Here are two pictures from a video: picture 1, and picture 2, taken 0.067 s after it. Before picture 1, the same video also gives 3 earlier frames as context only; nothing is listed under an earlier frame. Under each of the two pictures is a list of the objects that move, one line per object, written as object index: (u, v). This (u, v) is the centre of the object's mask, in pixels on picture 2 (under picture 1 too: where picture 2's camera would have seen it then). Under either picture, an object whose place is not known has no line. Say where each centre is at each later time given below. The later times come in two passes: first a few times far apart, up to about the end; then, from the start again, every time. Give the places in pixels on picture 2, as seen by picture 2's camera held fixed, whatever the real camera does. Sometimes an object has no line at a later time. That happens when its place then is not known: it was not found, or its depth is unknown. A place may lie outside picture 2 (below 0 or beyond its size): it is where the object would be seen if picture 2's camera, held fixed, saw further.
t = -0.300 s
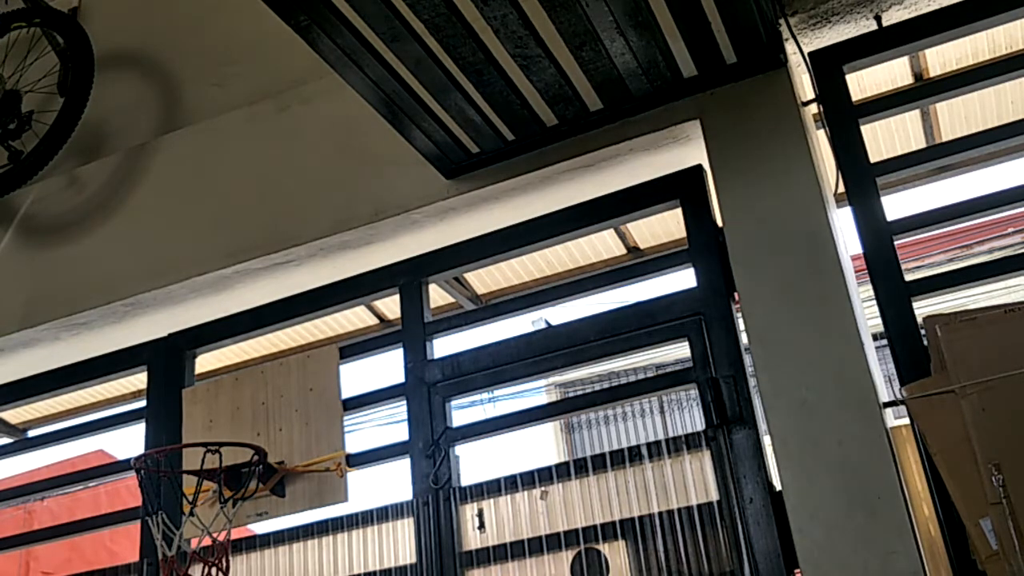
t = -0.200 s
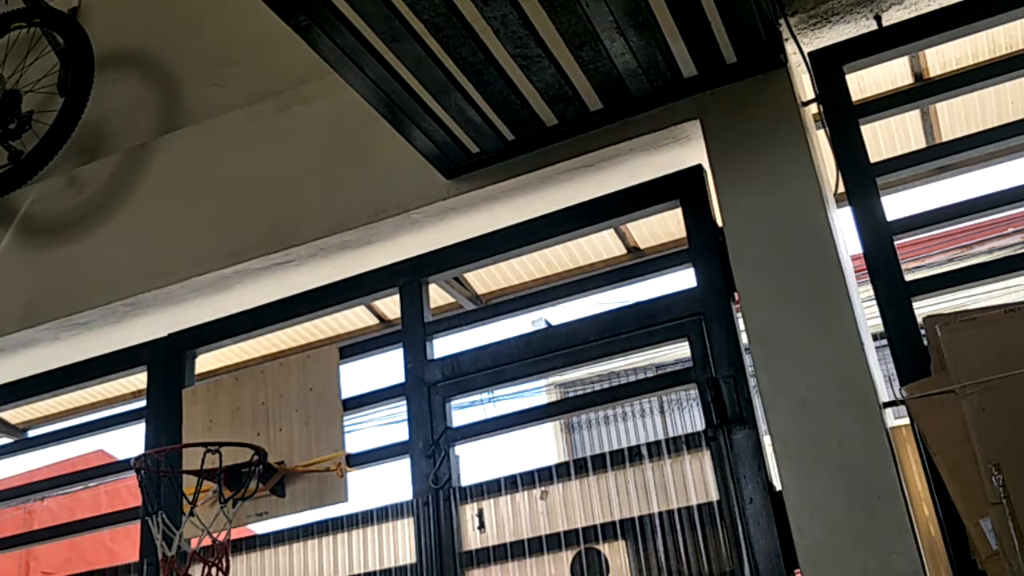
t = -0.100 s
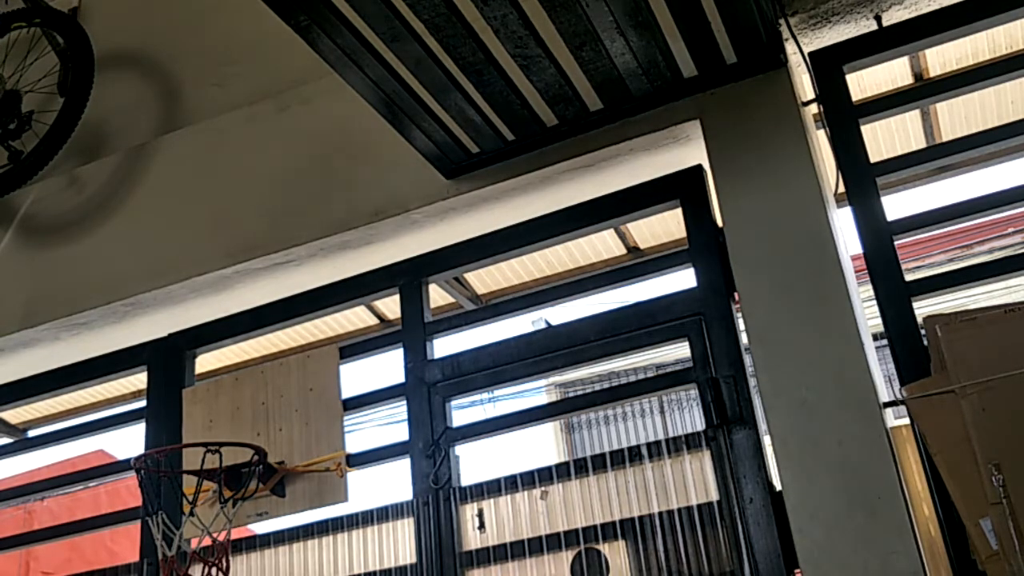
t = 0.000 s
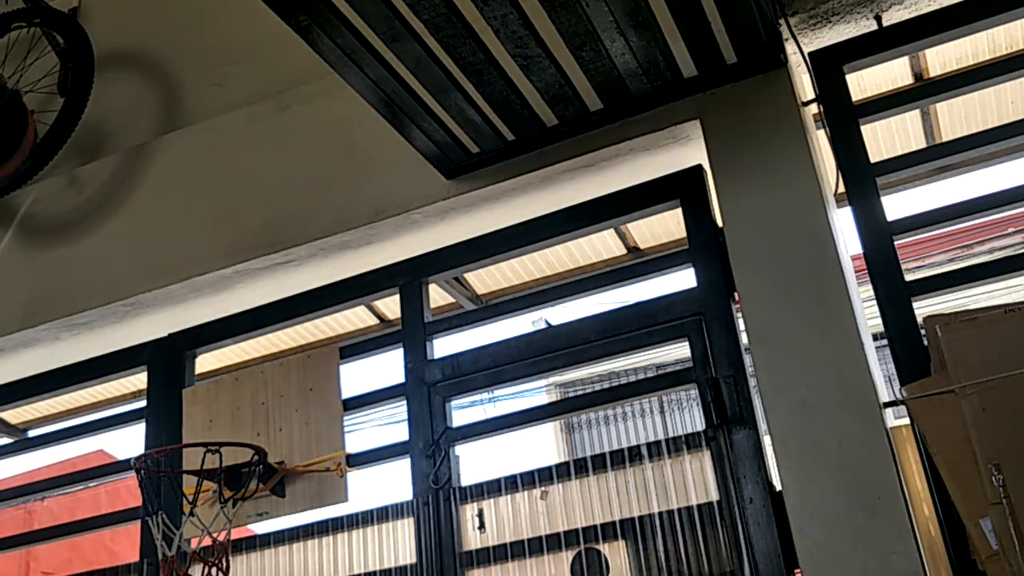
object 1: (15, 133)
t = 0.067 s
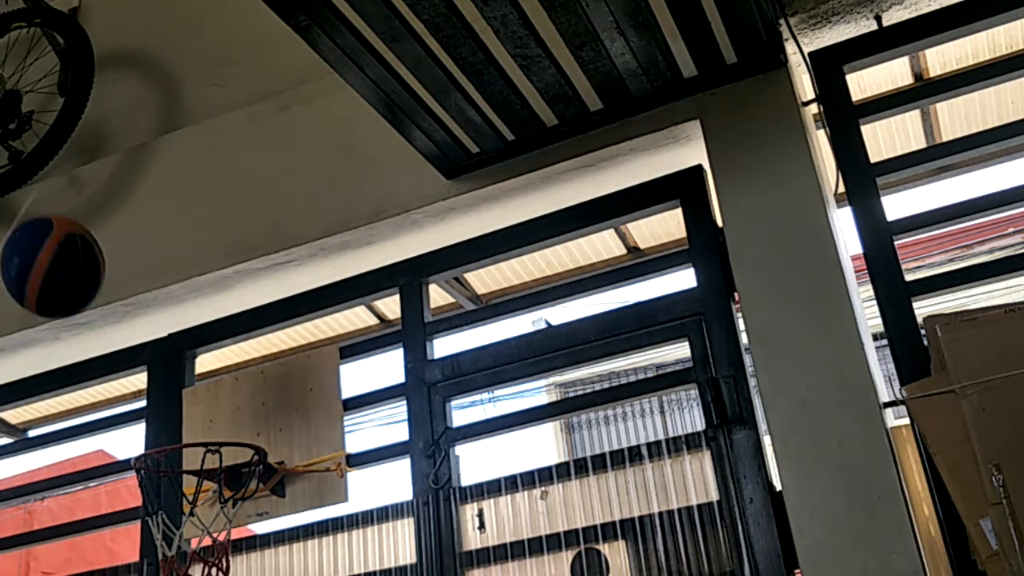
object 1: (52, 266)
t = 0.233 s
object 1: (130, 406)
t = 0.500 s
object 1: (116, 322)
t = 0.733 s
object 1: (91, 431)
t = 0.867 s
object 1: (58, 547)
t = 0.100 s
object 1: (84, 333)
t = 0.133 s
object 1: (114, 400)
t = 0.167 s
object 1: (129, 441)
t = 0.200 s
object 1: (130, 436)
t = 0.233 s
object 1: (130, 406)
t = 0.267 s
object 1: (128, 382)
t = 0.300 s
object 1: (127, 362)
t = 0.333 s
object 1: (126, 346)
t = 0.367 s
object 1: (124, 334)
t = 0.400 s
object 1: (122, 326)
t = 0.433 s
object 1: (120, 321)
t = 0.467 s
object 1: (118, 320)
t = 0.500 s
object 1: (116, 322)
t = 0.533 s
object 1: (113, 328)
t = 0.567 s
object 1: (110, 336)
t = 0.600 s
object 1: (107, 349)
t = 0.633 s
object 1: (105, 366)
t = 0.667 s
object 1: (101, 386)
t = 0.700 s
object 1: (97, 410)
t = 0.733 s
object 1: (91, 431)
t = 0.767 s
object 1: (83, 455)
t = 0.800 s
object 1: (75, 484)
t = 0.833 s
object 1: (66, 516)
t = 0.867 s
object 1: (58, 547)
